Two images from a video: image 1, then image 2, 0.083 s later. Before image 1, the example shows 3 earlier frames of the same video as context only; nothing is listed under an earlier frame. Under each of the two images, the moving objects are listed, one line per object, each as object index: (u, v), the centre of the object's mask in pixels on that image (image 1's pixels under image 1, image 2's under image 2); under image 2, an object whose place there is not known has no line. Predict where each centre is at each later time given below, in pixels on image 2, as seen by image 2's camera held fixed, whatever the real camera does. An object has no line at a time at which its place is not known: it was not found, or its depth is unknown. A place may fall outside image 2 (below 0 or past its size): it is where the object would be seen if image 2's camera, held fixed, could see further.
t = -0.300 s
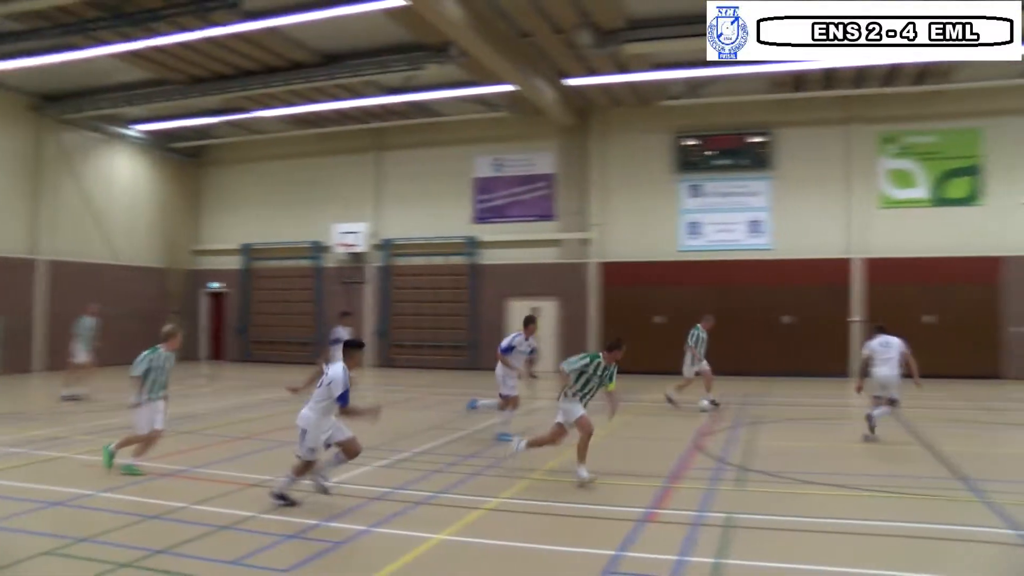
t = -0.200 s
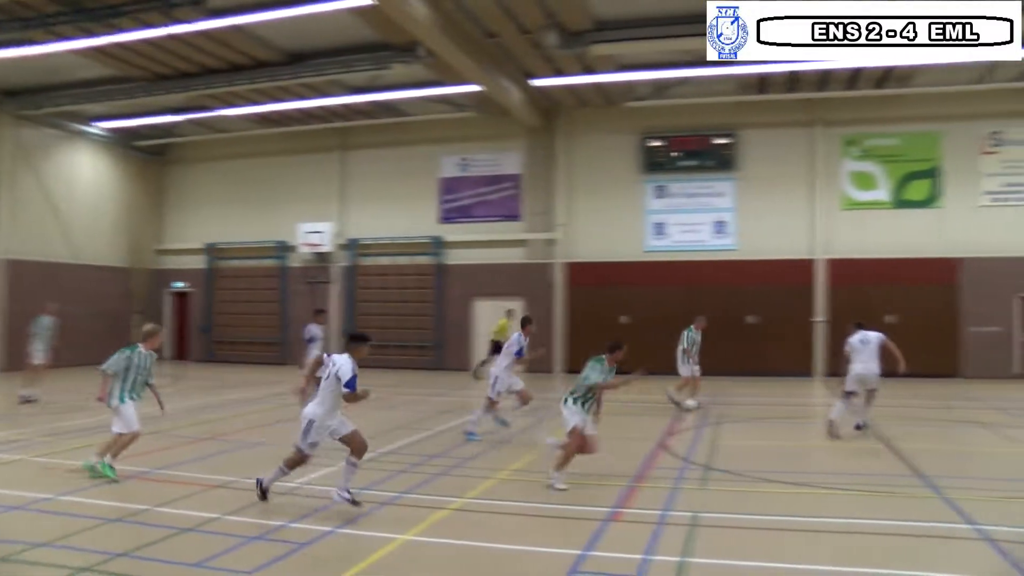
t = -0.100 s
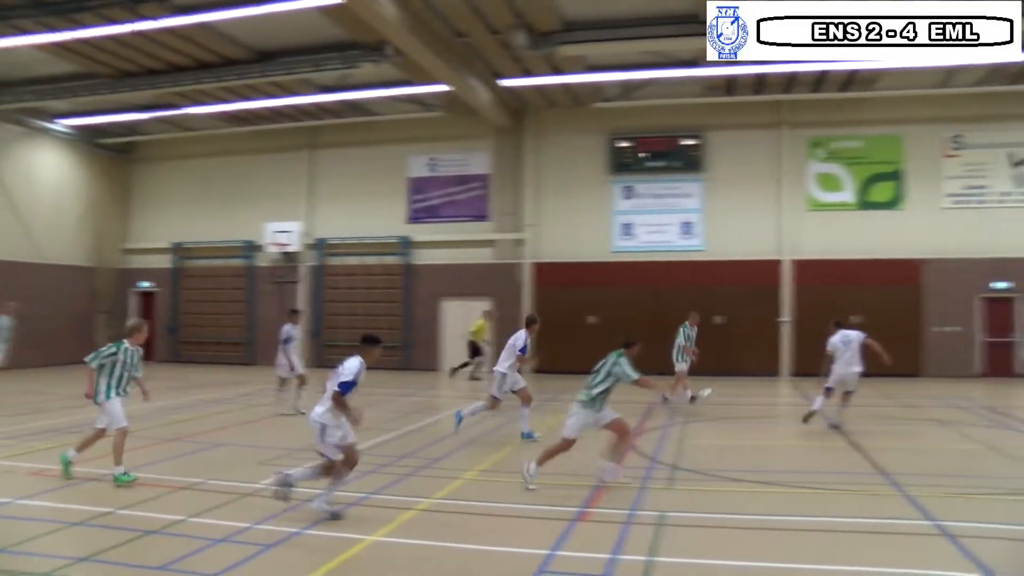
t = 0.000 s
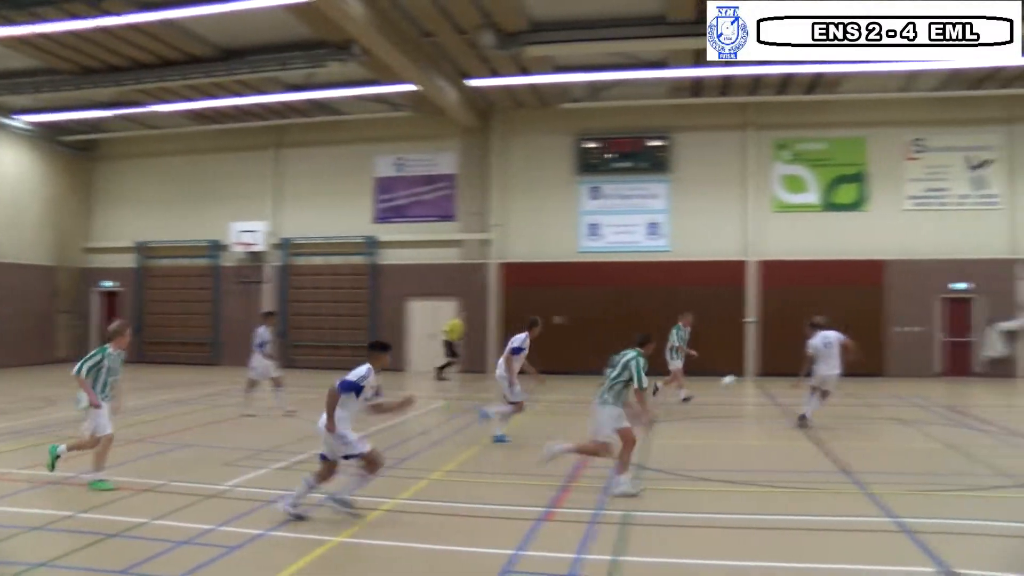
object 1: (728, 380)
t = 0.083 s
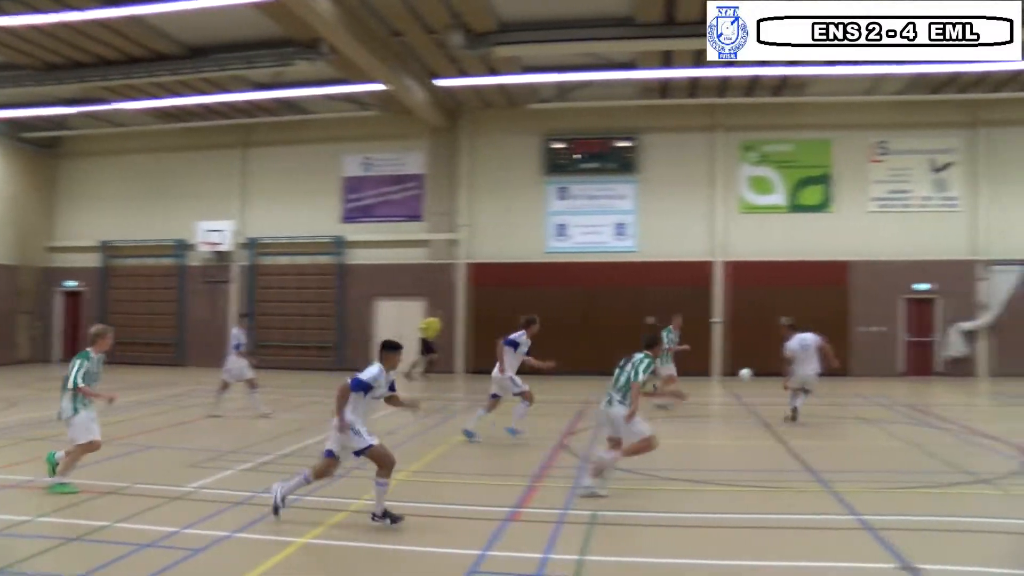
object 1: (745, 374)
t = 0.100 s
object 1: (756, 373)
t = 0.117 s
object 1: (766, 372)
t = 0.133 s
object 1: (776, 372)
